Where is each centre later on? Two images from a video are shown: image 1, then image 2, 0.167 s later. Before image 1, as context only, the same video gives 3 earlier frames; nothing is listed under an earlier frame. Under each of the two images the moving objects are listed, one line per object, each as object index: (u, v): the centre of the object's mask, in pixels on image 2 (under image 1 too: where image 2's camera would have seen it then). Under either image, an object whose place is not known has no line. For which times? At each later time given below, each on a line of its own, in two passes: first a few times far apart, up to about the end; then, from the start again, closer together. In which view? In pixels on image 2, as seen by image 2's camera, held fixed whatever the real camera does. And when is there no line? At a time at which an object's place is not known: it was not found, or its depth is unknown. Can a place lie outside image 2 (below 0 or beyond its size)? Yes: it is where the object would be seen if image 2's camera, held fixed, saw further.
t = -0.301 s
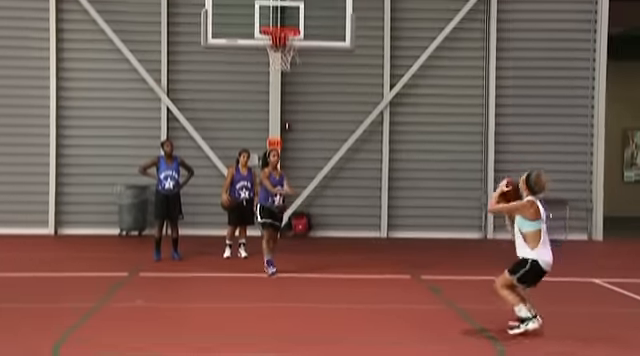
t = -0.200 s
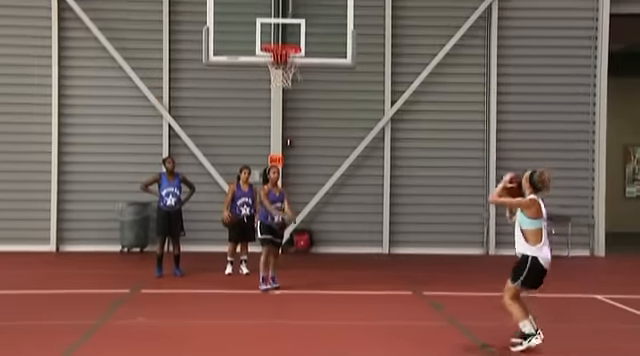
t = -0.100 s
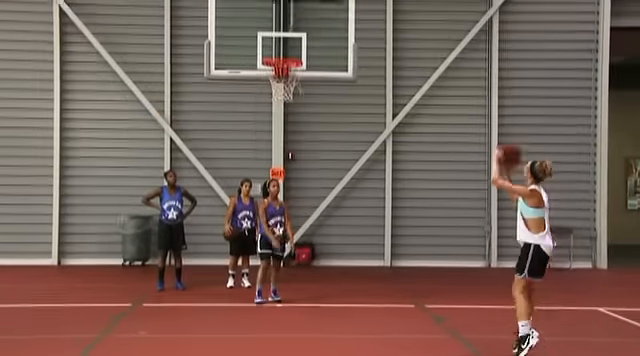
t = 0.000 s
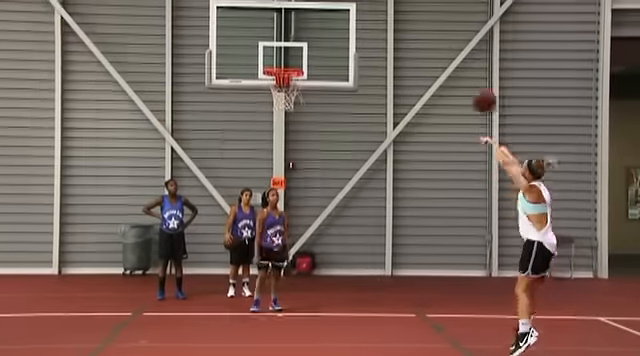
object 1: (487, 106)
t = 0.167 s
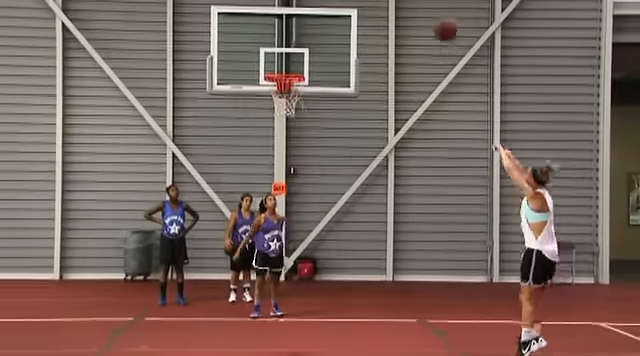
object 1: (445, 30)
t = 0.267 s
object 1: (424, 0)
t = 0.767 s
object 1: (324, -7)
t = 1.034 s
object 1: (279, 68)
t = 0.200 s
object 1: (437, 18)
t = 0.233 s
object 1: (432, 6)
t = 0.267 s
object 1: (424, 0)
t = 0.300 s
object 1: (415, -4)
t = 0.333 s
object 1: (412, -9)
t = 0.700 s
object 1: (335, -15)
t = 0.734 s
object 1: (330, -13)
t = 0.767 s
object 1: (324, -7)
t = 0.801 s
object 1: (316, -5)
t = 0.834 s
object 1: (312, 8)
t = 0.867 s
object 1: (304, 17)
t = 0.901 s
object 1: (299, 25)
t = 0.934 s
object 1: (294, 35)
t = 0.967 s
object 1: (290, 46)
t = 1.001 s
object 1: (283, 59)
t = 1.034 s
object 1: (279, 68)
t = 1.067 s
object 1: (282, 71)
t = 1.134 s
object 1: (295, 86)
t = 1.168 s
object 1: (295, 90)
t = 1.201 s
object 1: (294, 97)
